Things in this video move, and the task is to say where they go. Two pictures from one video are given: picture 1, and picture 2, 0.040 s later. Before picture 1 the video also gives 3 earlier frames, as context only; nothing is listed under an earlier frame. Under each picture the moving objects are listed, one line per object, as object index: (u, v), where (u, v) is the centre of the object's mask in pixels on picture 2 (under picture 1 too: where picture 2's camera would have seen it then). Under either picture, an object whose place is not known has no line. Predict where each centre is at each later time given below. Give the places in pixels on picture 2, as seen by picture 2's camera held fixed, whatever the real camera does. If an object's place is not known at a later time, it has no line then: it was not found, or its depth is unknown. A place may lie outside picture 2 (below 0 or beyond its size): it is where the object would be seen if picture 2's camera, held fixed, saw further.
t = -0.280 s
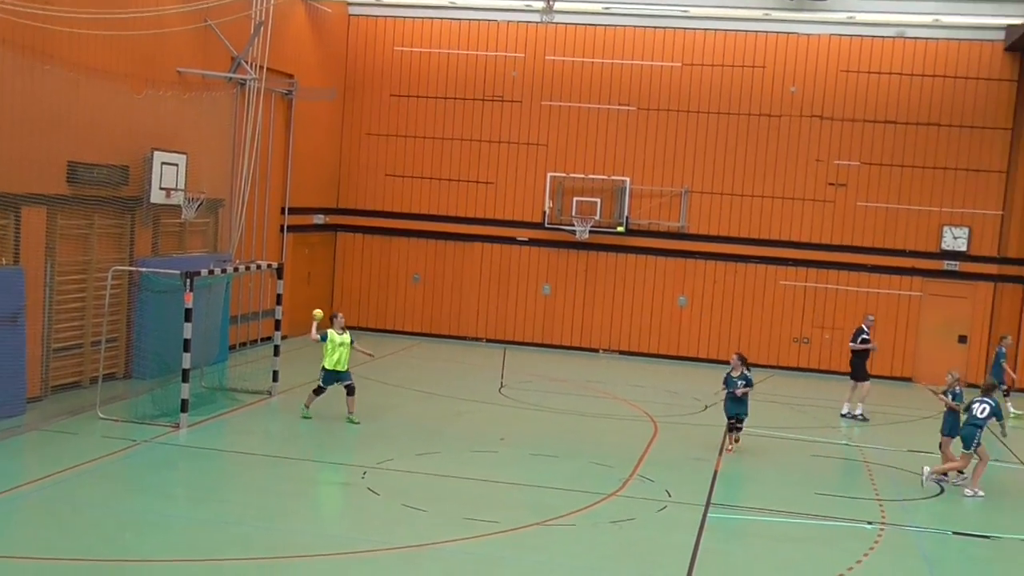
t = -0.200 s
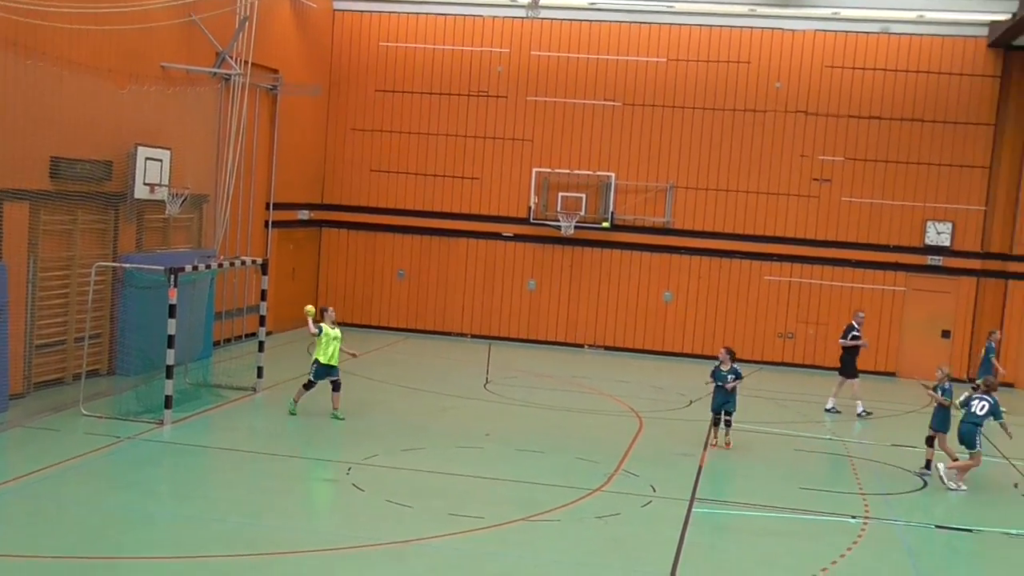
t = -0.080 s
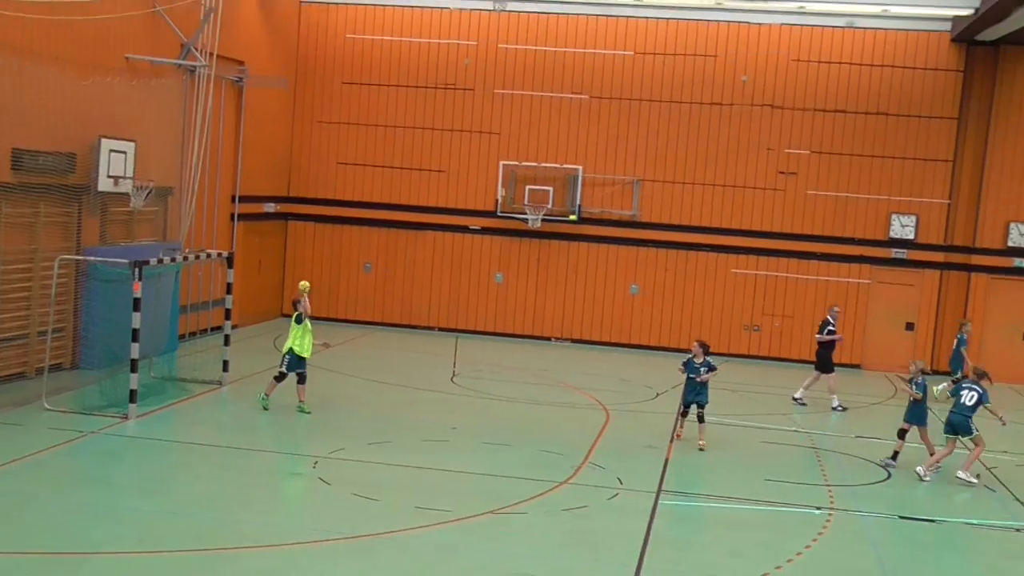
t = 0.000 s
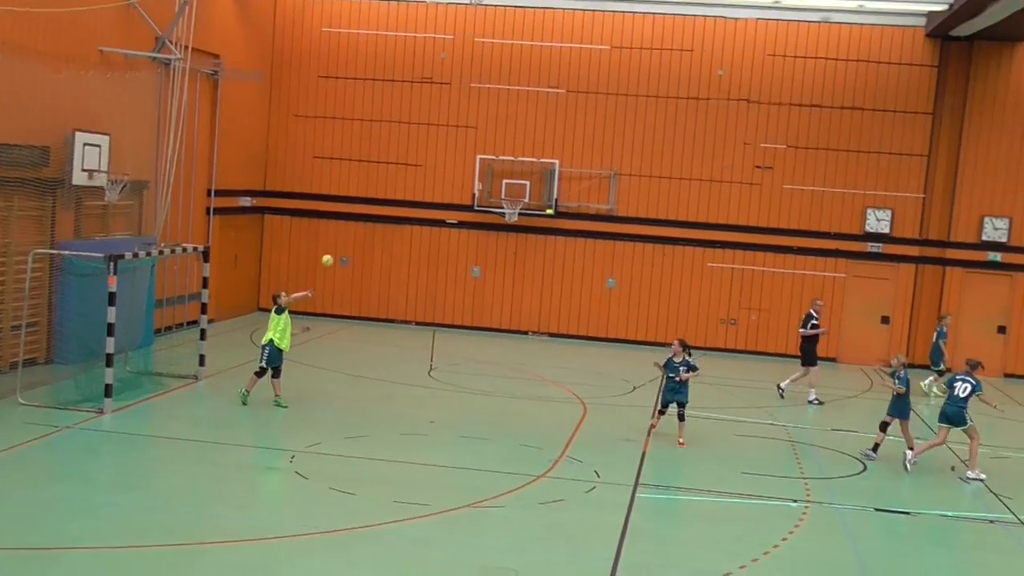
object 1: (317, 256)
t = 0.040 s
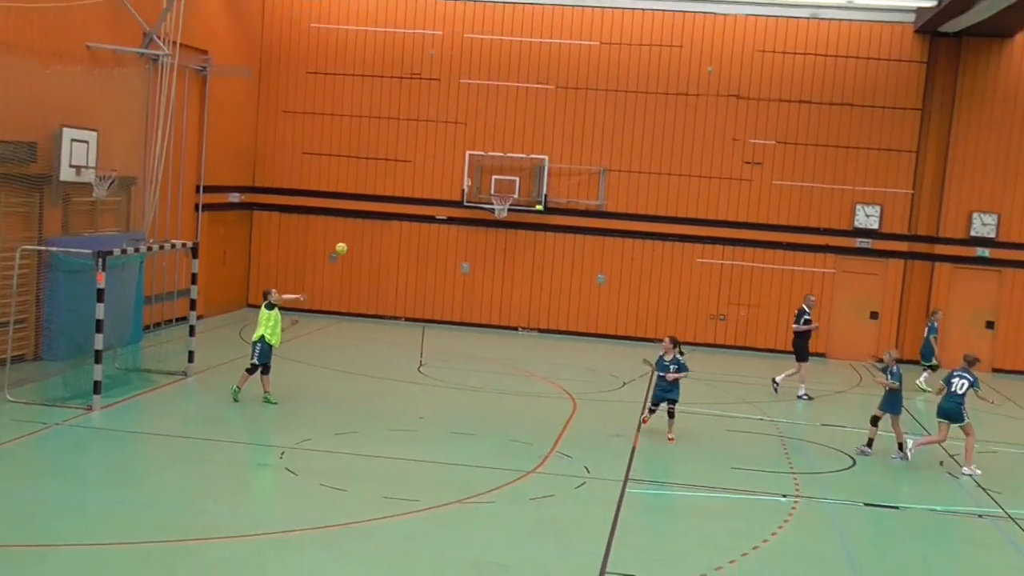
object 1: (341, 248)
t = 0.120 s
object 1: (388, 234)
